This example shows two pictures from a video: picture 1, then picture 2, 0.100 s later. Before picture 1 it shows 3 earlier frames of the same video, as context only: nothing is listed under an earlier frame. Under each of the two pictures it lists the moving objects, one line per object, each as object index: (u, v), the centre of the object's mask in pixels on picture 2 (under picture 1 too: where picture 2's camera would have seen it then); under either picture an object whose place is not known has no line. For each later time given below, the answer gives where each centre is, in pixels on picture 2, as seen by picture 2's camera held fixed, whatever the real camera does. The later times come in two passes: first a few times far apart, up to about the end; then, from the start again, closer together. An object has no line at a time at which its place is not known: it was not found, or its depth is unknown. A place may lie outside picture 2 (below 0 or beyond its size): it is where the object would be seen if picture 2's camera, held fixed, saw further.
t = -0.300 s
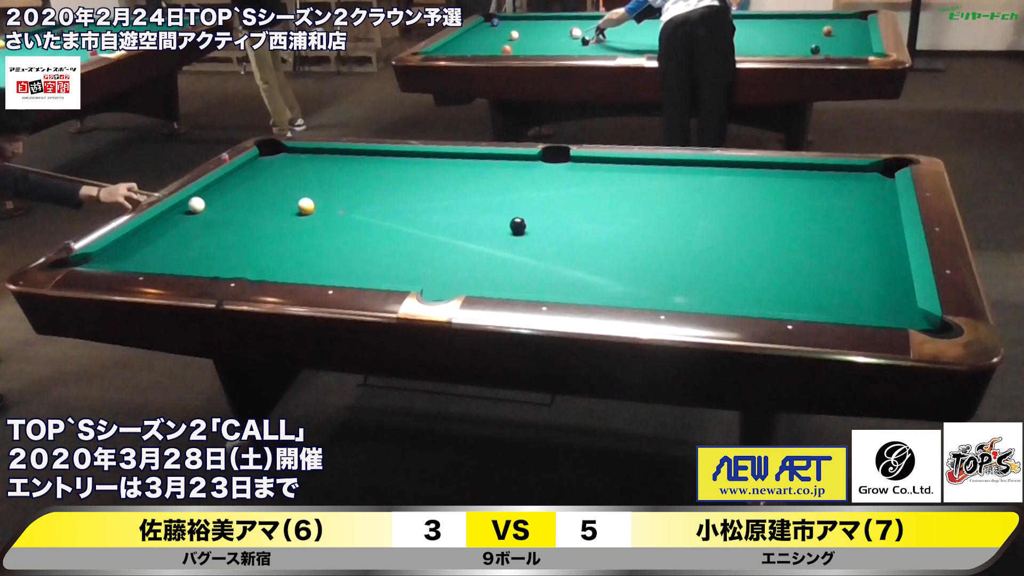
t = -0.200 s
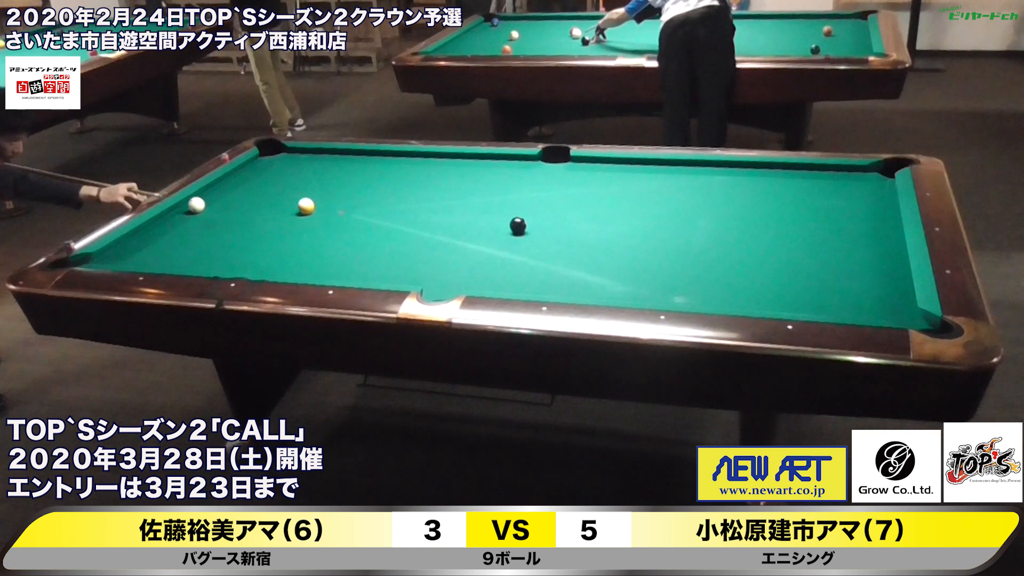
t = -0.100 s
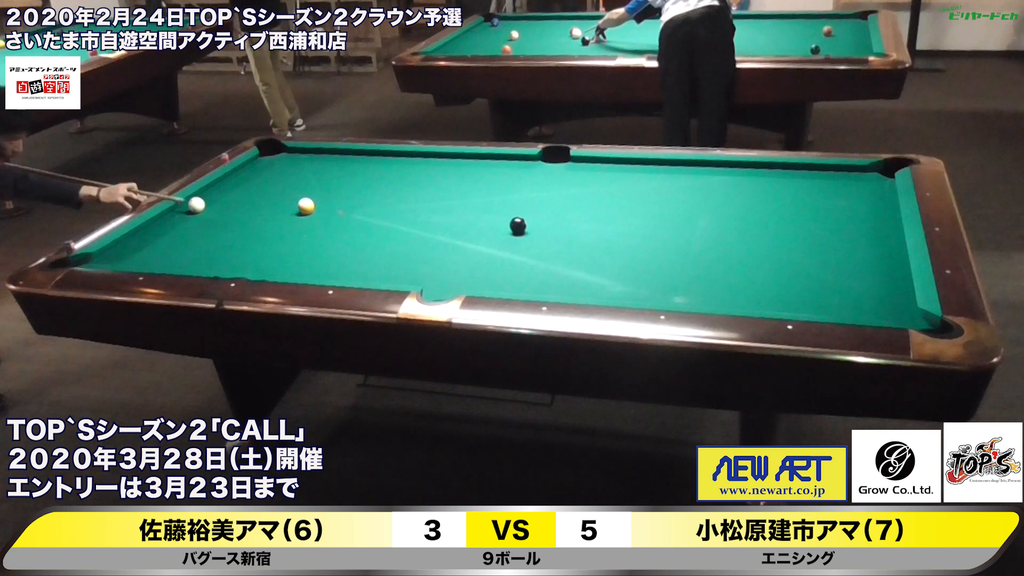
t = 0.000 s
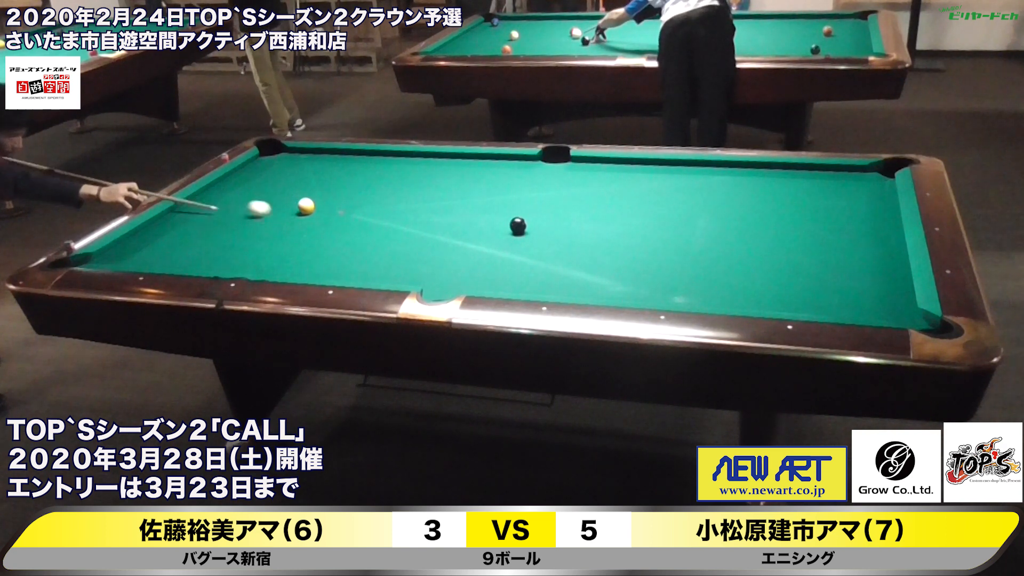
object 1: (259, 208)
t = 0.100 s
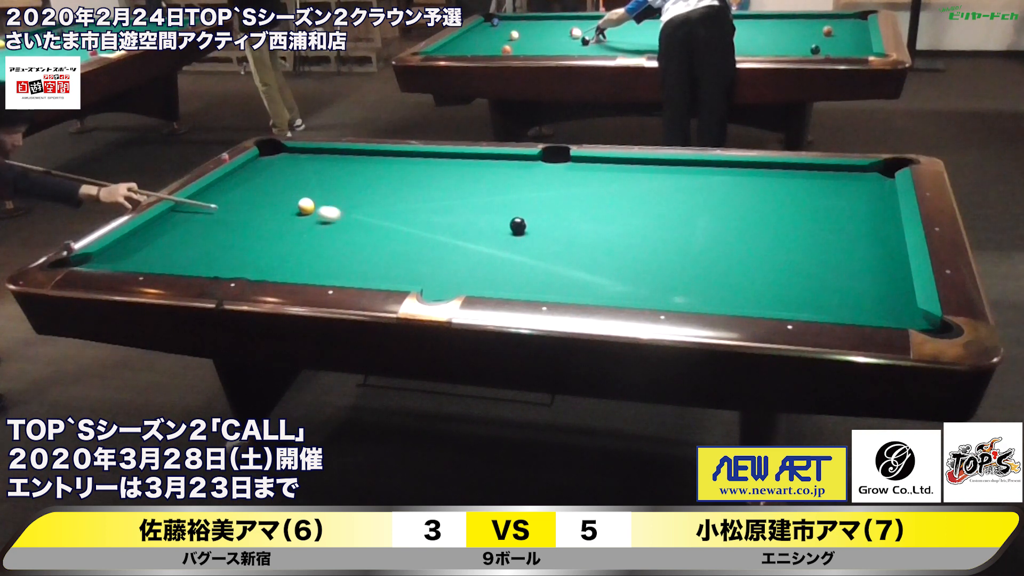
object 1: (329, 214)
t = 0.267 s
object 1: (447, 222)
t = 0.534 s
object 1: (537, 256)
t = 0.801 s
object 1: (625, 295)
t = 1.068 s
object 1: (706, 285)
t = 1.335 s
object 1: (782, 274)
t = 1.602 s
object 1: (852, 262)
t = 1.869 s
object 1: (886, 250)
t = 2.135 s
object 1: (852, 237)
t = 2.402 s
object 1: (820, 225)
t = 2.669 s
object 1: (792, 214)
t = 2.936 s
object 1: (767, 205)
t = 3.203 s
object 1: (745, 196)
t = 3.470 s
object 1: (724, 189)
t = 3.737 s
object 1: (706, 181)
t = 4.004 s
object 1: (690, 175)
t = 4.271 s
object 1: (675, 169)
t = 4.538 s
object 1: (661, 164)
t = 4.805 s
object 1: (650, 163)
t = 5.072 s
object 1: (641, 165)
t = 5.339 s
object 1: (633, 166)
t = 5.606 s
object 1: (627, 167)
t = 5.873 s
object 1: (621, 168)
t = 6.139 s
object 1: (617, 169)
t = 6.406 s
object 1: (614, 169)
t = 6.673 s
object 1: (612, 170)
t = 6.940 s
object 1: (612, 170)
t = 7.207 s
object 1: (612, 170)
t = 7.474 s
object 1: (612, 170)
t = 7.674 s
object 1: (611, 169)
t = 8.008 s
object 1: (612, 170)
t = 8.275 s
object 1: (611, 170)
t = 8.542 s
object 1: (611, 170)
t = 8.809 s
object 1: (612, 170)
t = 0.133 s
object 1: (352, 215)
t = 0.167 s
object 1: (376, 217)
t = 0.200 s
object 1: (399, 219)
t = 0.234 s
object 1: (423, 221)
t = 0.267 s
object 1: (447, 222)
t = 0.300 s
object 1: (472, 224)
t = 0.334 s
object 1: (498, 226)
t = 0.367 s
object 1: (505, 231)
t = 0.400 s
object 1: (509, 236)
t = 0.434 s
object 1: (515, 241)
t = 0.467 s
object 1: (521, 246)
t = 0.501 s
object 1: (528, 251)
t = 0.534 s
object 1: (537, 256)
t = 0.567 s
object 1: (546, 261)
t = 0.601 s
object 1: (557, 266)
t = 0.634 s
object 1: (567, 271)
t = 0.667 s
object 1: (578, 276)
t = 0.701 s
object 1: (590, 281)
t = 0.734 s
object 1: (601, 286)
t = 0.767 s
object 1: (613, 291)
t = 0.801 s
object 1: (625, 295)
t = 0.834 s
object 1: (637, 295)
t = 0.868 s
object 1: (647, 293)
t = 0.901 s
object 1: (657, 292)
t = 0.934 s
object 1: (667, 291)
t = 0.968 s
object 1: (677, 289)
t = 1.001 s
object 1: (687, 288)
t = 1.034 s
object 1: (697, 287)
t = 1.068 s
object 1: (706, 285)
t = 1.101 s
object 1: (716, 284)
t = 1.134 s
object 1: (726, 282)
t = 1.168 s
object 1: (735, 281)
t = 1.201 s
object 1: (745, 279)
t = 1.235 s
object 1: (754, 278)
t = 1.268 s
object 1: (763, 276)
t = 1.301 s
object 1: (773, 275)
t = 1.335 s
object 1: (782, 274)
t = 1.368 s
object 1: (791, 272)
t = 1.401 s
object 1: (800, 270)
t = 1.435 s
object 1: (809, 269)
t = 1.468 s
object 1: (818, 268)
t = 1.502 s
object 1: (826, 266)
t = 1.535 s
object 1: (835, 265)
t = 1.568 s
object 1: (844, 264)
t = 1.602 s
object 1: (852, 262)
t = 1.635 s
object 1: (861, 261)
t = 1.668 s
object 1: (869, 260)
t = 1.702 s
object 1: (878, 258)
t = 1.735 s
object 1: (886, 257)
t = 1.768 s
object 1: (894, 255)
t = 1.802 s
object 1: (897, 254)
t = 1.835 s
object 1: (891, 252)
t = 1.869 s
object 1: (886, 250)
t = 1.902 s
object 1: (882, 249)
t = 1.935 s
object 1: (878, 247)
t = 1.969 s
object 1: (873, 245)
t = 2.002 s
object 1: (869, 244)
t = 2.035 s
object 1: (864, 242)
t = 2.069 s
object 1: (860, 240)
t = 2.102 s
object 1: (856, 239)
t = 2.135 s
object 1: (852, 237)
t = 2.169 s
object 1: (848, 236)
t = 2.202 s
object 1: (843, 234)
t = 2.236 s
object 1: (839, 232)
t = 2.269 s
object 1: (835, 231)
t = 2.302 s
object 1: (832, 230)
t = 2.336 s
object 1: (828, 228)
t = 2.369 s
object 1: (824, 227)
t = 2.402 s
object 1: (820, 225)
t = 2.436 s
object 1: (817, 224)
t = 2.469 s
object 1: (813, 222)
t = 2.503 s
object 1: (809, 221)
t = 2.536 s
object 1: (806, 220)
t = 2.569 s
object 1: (802, 219)
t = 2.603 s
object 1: (799, 217)
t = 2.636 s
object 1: (796, 216)
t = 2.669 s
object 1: (792, 214)
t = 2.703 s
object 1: (789, 213)
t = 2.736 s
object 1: (786, 212)
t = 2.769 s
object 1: (782, 211)
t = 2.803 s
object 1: (779, 209)
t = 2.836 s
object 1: (776, 208)
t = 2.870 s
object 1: (773, 207)
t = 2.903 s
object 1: (770, 206)
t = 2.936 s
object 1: (767, 205)
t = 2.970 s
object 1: (764, 204)
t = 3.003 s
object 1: (762, 203)
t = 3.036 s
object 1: (759, 201)
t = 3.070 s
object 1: (756, 200)
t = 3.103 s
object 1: (753, 199)
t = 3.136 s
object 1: (750, 198)
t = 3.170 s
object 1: (747, 197)
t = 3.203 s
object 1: (745, 196)
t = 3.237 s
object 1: (742, 195)
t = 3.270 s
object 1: (739, 194)
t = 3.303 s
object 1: (737, 193)
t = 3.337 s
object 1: (734, 192)
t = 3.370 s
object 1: (732, 191)
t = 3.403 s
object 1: (729, 190)
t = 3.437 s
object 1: (727, 189)
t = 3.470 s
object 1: (724, 189)
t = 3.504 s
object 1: (722, 188)
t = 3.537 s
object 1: (720, 187)
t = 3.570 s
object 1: (717, 186)
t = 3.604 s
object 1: (715, 185)
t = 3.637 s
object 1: (713, 184)
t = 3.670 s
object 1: (711, 183)
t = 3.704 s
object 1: (708, 182)
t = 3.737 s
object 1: (706, 181)
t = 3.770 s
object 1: (704, 181)
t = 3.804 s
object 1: (702, 180)
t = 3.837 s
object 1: (700, 179)
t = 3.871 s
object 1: (698, 178)
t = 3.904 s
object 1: (696, 177)
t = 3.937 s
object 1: (694, 177)
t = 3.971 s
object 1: (692, 176)
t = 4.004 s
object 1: (690, 175)
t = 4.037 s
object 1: (688, 174)
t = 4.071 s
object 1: (686, 174)
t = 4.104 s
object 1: (684, 173)
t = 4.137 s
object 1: (683, 172)
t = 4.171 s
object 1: (680, 171)
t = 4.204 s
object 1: (679, 171)
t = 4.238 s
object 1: (677, 170)
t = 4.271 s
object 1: (675, 169)
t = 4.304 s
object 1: (673, 169)
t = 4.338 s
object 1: (671, 168)
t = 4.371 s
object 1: (669, 167)
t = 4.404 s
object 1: (668, 167)
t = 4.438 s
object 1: (666, 166)
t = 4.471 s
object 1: (665, 166)
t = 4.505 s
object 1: (663, 165)
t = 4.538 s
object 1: (661, 164)
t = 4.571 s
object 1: (660, 164)
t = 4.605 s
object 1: (658, 163)
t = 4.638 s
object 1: (657, 163)
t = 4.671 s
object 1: (655, 162)
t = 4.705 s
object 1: (654, 162)
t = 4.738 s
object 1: (653, 162)
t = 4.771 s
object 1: (652, 162)
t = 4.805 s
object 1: (650, 163)
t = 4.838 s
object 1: (650, 163)
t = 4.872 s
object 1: (648, 163)
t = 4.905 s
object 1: (647, 163)
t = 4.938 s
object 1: (646, 164)
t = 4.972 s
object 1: (645, 164)
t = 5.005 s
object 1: (643, 164)
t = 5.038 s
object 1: (642, 164)
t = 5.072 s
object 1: (641, 165)
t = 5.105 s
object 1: (640, 165)
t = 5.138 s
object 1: (639, 165)
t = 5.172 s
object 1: (638, 165)
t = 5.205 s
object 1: (637, 165)
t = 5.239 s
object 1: (636, 166)
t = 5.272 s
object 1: (635, 166)
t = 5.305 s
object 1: (634, 166)
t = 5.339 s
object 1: (633, 166)
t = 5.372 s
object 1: (632, 166)
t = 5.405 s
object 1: (631, 167)
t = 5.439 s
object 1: (631, 167)
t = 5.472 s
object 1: (630, 167)
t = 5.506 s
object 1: (629, 167)
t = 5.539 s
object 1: (628, 167)
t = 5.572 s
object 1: (627, 167)
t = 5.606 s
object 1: (627, 167)
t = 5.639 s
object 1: (626, 167)
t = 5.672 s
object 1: (625, 167)
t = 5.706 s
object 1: (624, 168)
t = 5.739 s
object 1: (624, 168)
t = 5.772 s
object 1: (623, 168)
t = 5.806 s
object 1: (622, 168)
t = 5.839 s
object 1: (622, 168)
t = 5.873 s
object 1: (621, 168)
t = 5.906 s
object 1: (621, 168)
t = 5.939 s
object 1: (620, 168)
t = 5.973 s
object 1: (619, 169)
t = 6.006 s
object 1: (619, 169)
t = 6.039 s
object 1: (618, 169)
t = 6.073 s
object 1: (618, 169)
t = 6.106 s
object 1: (618, 169)
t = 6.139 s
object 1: (617, 169)
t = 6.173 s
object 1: (617, 169)
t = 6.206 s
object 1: (616, 169)
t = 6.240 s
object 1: (616, 169)
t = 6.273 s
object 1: (616, 169)
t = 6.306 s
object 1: (615, 169)
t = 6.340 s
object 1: (615, 169)
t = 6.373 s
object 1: (614, 169)
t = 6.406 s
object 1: (614, 169)
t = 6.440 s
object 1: (614, 169)
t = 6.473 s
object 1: (613, 170)
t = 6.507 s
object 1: (613, 170)
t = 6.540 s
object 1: (613, 170)
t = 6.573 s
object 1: (613, 170)
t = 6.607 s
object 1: (612, 170)
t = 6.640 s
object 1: (612, 170)
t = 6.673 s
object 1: (612, 170)
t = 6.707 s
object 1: (612, 170)
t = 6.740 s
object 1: (612, 170)
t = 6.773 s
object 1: (612, 170)
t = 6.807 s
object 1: (612, 170)
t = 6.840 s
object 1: (612, 170)
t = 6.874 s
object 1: (612, 170)
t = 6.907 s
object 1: (612, 170)
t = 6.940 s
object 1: (612, 170)
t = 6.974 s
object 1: (612, 170)
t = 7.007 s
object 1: (612, 170)
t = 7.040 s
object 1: (612, 170)
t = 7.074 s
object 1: (612, 170)
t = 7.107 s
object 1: (612, 170)
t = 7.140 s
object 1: (612, 170)
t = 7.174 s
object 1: (612, 170)
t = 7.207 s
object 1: (612, 170)
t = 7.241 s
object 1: (612, 170)
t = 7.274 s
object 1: (612, 170)
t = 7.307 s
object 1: (612, 170)
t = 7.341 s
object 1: (612, 170)
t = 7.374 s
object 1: (612, 170)
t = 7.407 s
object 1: (612, 170)
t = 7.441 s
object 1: (612, 170)
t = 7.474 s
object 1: (612, 170)
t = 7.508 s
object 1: (612, 170)
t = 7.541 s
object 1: (612, 170)
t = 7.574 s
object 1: (612, 170)
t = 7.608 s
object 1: (612, 170)
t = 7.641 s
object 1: (612, 170)
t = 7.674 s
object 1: (611, 169)
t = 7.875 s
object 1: (608, 169)
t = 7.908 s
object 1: (611, 170)
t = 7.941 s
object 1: (612, 170)
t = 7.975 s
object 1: (612, 170)
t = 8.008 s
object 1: (612, 170)
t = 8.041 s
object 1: (612, 170)
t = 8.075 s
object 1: (612, 170)
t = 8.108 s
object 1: (612, 170)
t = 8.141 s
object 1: (612, 170)
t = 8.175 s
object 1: (611, 170)
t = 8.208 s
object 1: (611, 170)
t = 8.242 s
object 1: (611, 170)
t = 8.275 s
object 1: (611, 170)
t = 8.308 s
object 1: (611, 170)
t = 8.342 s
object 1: (611, 170)
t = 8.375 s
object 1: (611, 170)
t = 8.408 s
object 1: (611, 170)
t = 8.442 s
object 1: (611, 170)
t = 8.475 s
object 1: (612, 170)
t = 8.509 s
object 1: (612, 170)
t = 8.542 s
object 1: (611, 170)
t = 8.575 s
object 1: (612, 170)
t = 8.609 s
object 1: (611, 170)
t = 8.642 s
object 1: (612, 170)
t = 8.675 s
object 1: (611, 170)
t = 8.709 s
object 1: (612, 170)
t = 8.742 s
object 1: (612, 170)
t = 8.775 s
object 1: (612, 170)
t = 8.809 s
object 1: (612, 170)
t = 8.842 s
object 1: (611, 170)
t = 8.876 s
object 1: (612, 170)
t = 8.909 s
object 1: (612, 170)
